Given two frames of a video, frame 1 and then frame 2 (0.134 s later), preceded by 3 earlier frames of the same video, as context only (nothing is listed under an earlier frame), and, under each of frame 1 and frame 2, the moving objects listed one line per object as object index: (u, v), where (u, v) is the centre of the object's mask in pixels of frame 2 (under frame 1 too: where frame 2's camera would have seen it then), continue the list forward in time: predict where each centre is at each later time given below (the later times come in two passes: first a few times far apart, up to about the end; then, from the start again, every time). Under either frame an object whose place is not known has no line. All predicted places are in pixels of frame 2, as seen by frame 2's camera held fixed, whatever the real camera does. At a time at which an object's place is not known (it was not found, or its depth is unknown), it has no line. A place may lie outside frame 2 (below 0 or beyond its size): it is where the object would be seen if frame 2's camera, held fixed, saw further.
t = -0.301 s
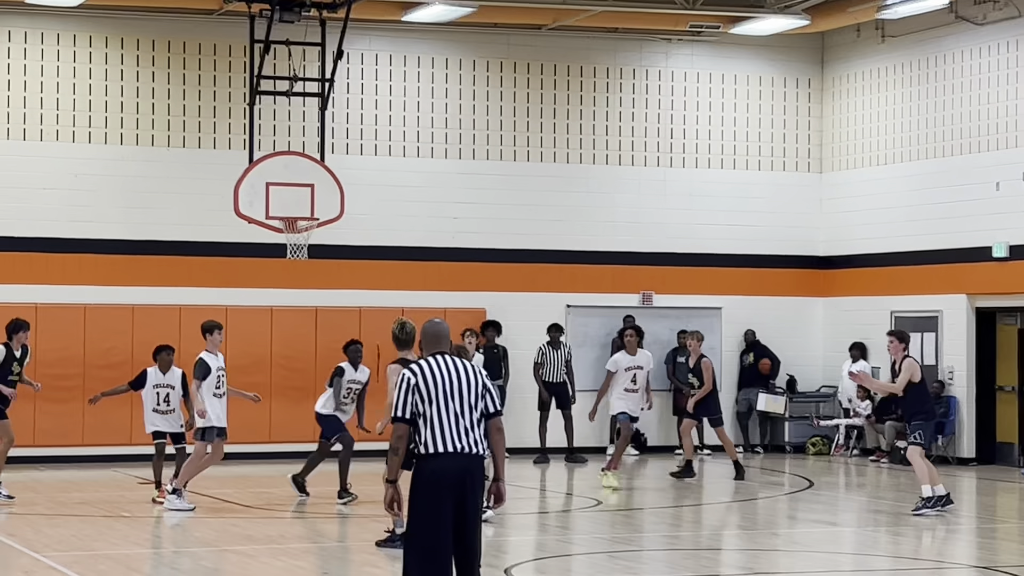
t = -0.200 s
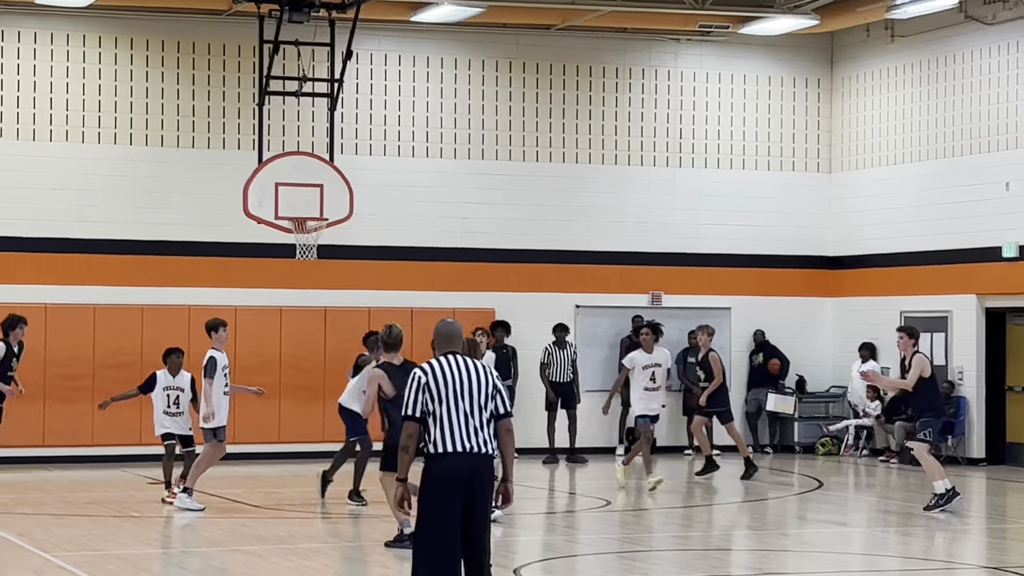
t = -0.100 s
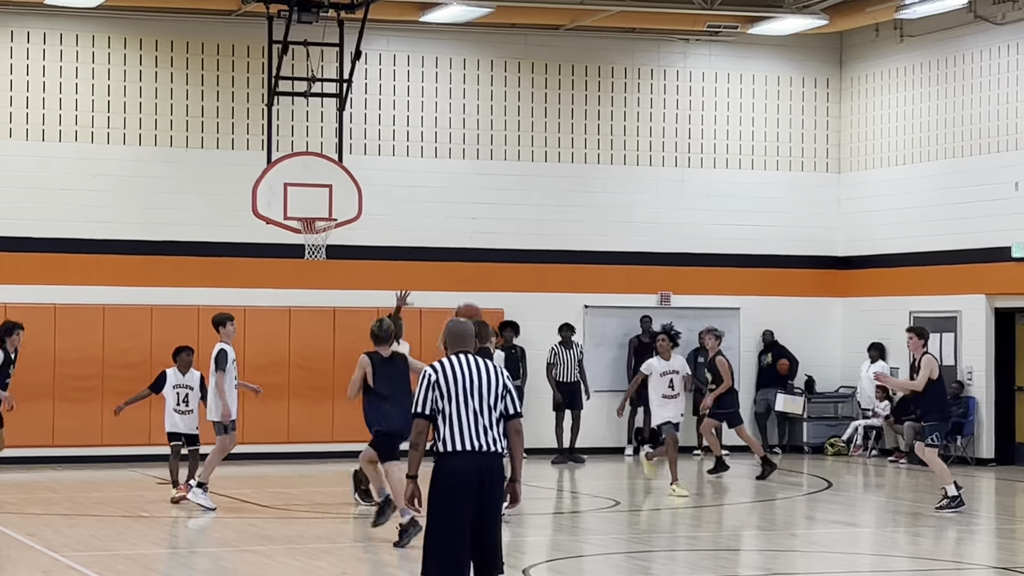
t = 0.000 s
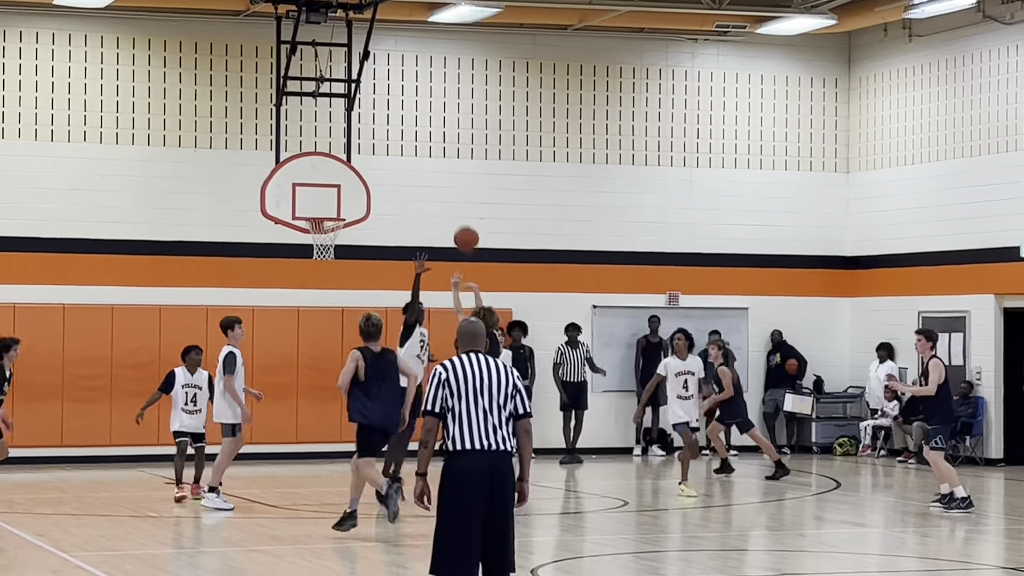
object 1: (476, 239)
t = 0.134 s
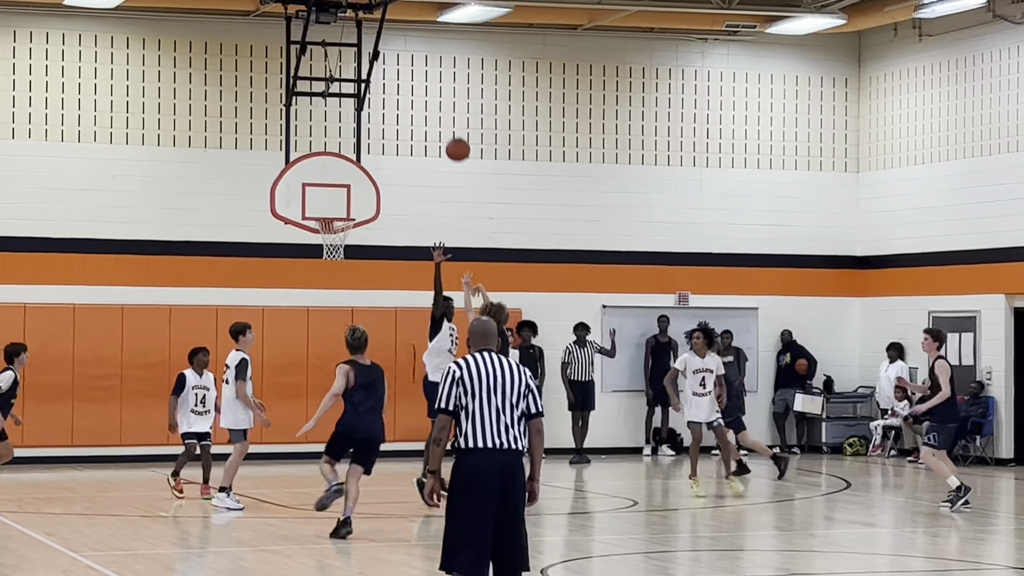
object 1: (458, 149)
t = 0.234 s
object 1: (445, 98)
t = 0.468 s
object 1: (416, 26)
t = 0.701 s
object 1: (390, 9)
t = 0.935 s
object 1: (368, 41)
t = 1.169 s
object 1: (348, 115)
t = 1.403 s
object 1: (329, 206)
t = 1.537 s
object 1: (338, 149)
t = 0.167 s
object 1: (453, 131)
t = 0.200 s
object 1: (449, 114)
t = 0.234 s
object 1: (445, 98)
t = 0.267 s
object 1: (440, 84)
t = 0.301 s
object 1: (436, 71)
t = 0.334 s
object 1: (433, 59)
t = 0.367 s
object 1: (428, 49)
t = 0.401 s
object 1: (424, 40)
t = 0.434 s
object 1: (421, 32)
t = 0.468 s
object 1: (416, 26)
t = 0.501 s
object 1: (411, 20)
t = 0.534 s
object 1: (408, 15)
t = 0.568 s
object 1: (405, 12)
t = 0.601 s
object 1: (401, 10)
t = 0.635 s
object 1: (397, 9)
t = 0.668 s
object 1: (393, 9)
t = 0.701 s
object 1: (390, 9)
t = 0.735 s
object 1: (387, 11)
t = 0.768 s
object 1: (383, 12)
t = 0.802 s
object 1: (380, 17)
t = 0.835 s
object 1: (377, 22)
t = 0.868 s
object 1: (374, 27)
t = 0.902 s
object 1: (371, 34)
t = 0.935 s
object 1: (368, 41)
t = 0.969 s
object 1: (365, 49)
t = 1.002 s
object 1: (361, 58)
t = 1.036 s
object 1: (358, 68)
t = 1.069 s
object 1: (356, 78)
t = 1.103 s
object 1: (353, 90)
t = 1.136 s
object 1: (350, 102)
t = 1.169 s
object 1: (348, 115)
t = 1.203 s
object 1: (345, 128)
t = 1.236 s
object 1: (342, 143)
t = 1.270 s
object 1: (338, 157)
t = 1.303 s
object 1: (335, 173)
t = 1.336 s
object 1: (333, 189)
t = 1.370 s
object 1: (330, 206)
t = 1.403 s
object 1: (329, 206)
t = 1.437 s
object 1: (332, 190)
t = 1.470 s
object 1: (334, 175)
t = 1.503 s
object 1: (335, 162)
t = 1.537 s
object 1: (338, 149)
